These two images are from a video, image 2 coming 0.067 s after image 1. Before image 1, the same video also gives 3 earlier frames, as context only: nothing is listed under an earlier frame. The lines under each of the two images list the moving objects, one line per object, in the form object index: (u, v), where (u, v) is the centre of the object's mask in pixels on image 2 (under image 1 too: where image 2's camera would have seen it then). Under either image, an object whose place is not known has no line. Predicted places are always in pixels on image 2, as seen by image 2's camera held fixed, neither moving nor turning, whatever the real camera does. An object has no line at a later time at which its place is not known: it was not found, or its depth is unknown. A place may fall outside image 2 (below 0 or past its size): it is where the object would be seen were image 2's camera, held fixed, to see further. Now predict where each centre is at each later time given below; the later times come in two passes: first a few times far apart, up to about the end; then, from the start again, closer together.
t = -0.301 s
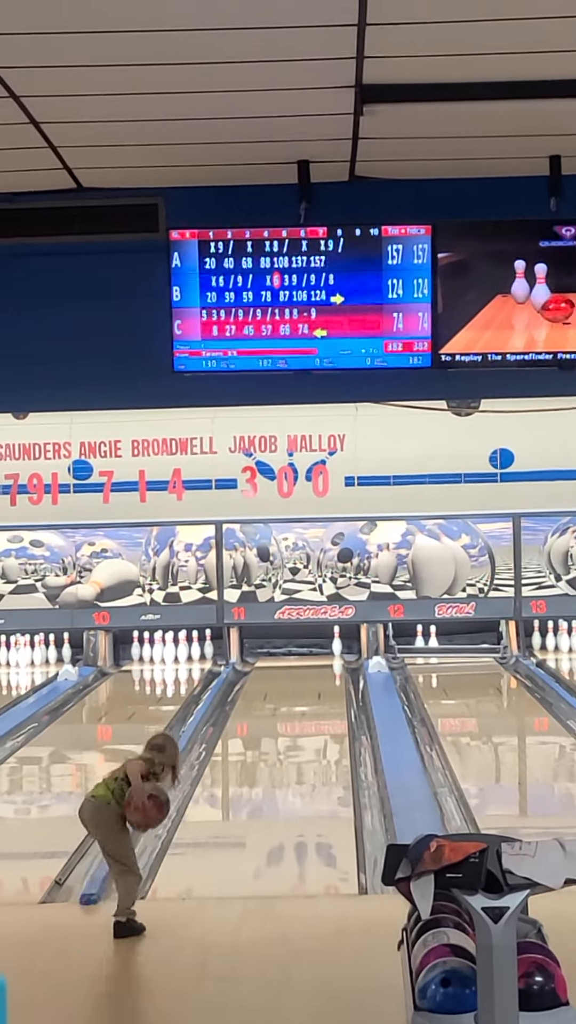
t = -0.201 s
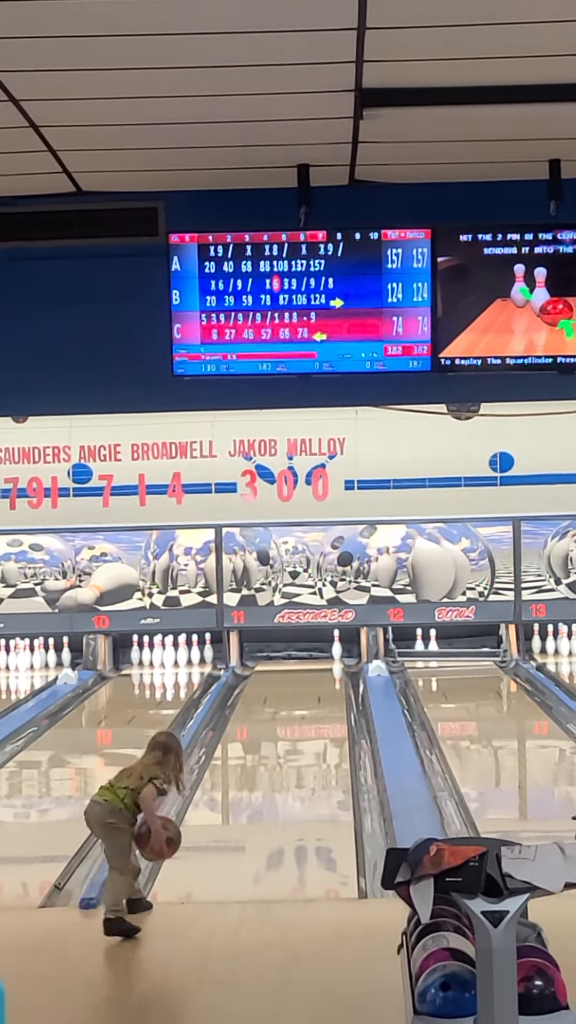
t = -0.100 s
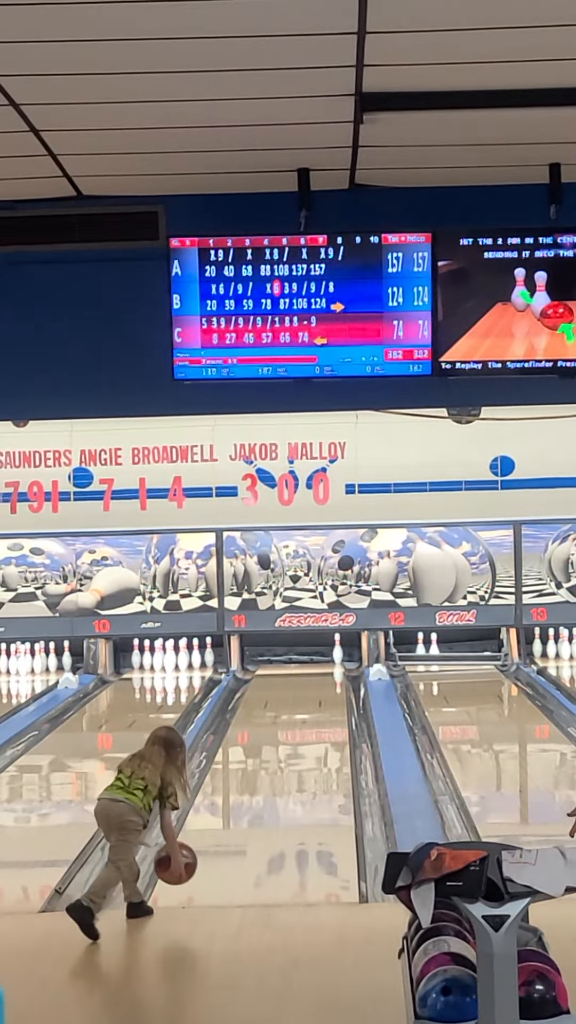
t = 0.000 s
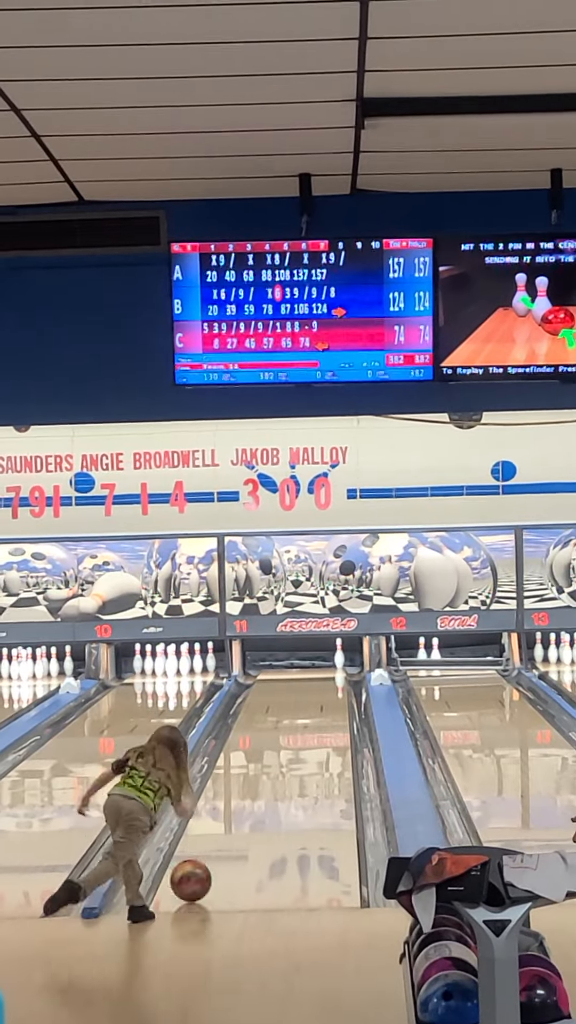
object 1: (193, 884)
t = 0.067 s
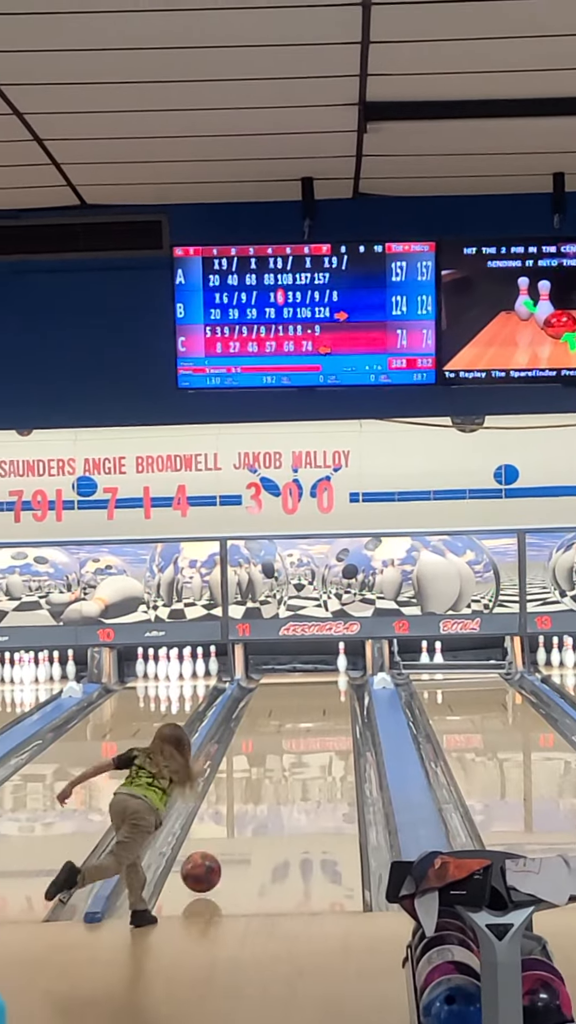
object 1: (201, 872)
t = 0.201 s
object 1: (215, 855)
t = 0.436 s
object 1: (237, 828)
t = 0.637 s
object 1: (252, 806)
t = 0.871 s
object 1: (268, 785)
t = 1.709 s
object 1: (310, 725)
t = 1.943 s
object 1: (315, 717)
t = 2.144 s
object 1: (321, 707)
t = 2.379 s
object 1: (327, 698)
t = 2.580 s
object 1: (331, 690)
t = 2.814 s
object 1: (333, 684)
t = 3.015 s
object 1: (333, 678)
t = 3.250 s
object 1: (332, 672)
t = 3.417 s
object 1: (332, 668)
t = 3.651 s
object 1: (330, 663)
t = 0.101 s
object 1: (205, 868)
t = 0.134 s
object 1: (209, 864)
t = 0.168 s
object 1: (212, 860)
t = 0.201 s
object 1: (215, 855)
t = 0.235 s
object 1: (218, 851)
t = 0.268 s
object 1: (222, 847)
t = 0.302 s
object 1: (225, 843)
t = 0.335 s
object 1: (228, 839)
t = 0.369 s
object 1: (231, 835)
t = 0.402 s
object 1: (234, 831)
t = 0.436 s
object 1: (237, 828)
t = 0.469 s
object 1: (239, 824)
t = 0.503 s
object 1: (242, 820)
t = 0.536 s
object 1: (244, 817)
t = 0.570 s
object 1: (247, 813)
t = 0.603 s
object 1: (250, 809)
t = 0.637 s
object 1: (252, 806)
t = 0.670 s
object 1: (254, 803)
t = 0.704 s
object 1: (257, 800)
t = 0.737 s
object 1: (259, 797)
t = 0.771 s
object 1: (261, 793)
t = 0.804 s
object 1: (263, 790)
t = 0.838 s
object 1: (265, 788)
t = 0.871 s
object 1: (268, 785)
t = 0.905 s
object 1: (269, 782)
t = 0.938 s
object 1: (271, 779)
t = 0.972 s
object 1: (274, 777)
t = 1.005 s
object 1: (277, 774)
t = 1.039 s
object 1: (281, 771)
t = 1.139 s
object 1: (278, 770)
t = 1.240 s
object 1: (286, 763)
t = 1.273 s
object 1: (288, 762)
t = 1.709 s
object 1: (310, 725)
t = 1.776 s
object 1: (311, 724)
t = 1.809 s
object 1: (312, 722)
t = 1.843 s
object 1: (313, 721)
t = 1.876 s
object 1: (313, 719)
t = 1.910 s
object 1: (315, 717)
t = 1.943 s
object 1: (315, 717)
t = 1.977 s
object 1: (316, 714)
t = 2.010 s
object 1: (317, 714)
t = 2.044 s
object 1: (319, 711)
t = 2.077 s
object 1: (319, 710)
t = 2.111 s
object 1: (321, 709)
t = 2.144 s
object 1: (321, 707)
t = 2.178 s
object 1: (322, 706)
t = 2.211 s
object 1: (323, 705)
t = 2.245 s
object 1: (324, 703)
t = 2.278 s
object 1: (324, 702)
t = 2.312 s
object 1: (326, 701)
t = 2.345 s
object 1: (326, 699)
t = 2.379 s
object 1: (327, 698)
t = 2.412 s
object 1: (327, 697)
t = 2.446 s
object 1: (328, 696)
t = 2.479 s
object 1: (328, 695)
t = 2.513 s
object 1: (329, 693)
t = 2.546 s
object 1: (330, 692)
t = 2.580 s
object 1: (331, 690)
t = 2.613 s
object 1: (331, 689)
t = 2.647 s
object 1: (331, 689)
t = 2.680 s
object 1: (331, 688)
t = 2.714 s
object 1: (332, 686)
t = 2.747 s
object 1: (332, 685)
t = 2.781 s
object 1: (332, 685)
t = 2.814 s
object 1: (333, 684)
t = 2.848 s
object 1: (333, 683)
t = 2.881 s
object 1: (334, 682)
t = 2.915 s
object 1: (333, 681)
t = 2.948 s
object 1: (333, 679)
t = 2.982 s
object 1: (333, 678)
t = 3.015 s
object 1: (333, 678)
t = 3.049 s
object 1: (333, 676)
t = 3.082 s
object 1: (333, 676)
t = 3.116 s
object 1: (333, 675)
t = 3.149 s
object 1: (333, 675)
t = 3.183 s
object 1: (333, 674)
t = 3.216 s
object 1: (333, 673)
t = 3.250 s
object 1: (332, 672)
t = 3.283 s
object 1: (332, 671)
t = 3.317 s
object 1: (332, 670)
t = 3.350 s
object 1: (333, 670)
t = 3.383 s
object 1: (332, 669)
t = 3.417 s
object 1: (332, 668)
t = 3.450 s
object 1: (332, 667)
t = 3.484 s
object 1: (332, 666)
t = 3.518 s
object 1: (331, 666)
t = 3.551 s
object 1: (331, 665)
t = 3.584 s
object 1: (331, 664)
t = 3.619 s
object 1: (331, 664)
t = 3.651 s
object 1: (330, 663)
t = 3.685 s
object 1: (330, 663)
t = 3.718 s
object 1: (330, 662)
